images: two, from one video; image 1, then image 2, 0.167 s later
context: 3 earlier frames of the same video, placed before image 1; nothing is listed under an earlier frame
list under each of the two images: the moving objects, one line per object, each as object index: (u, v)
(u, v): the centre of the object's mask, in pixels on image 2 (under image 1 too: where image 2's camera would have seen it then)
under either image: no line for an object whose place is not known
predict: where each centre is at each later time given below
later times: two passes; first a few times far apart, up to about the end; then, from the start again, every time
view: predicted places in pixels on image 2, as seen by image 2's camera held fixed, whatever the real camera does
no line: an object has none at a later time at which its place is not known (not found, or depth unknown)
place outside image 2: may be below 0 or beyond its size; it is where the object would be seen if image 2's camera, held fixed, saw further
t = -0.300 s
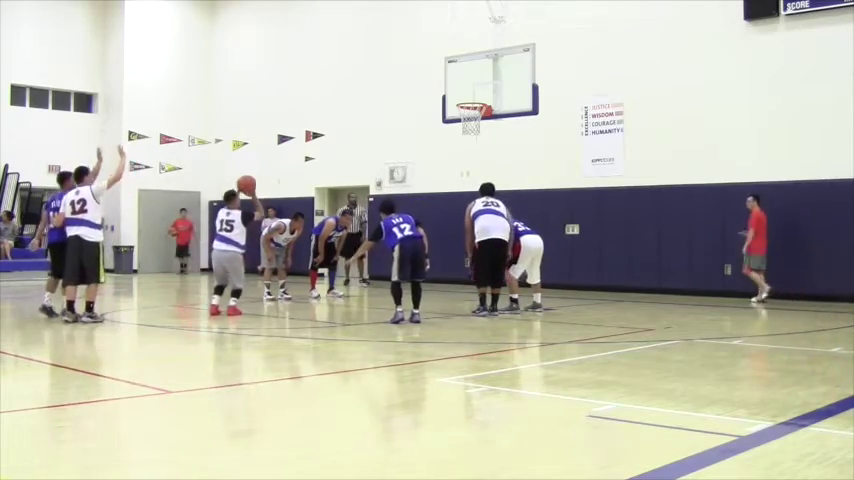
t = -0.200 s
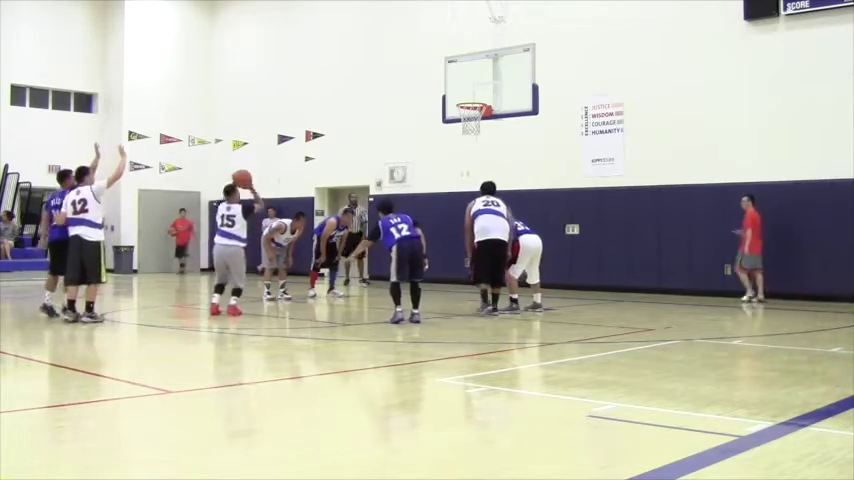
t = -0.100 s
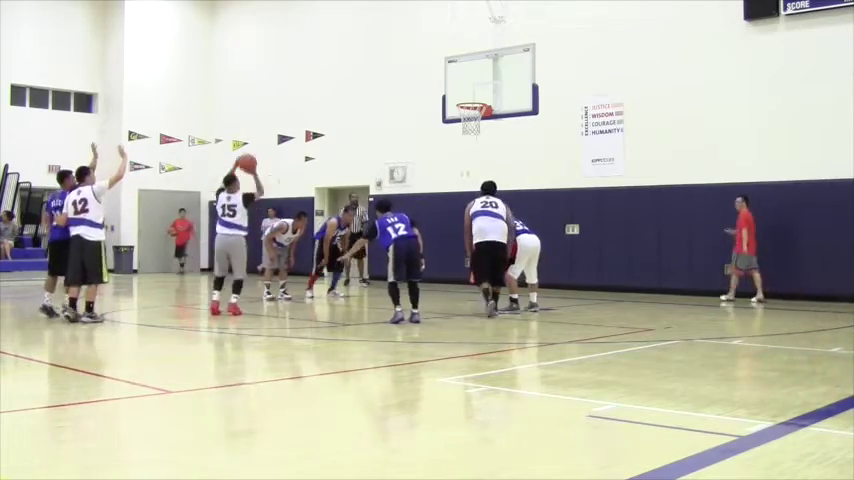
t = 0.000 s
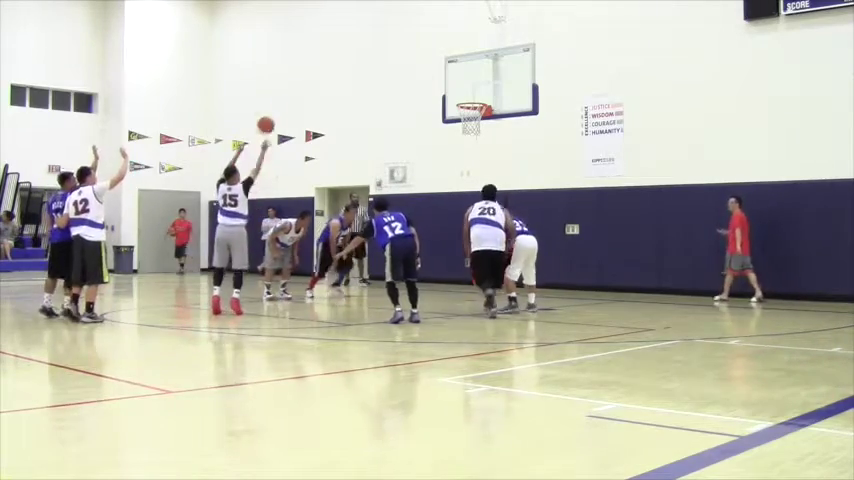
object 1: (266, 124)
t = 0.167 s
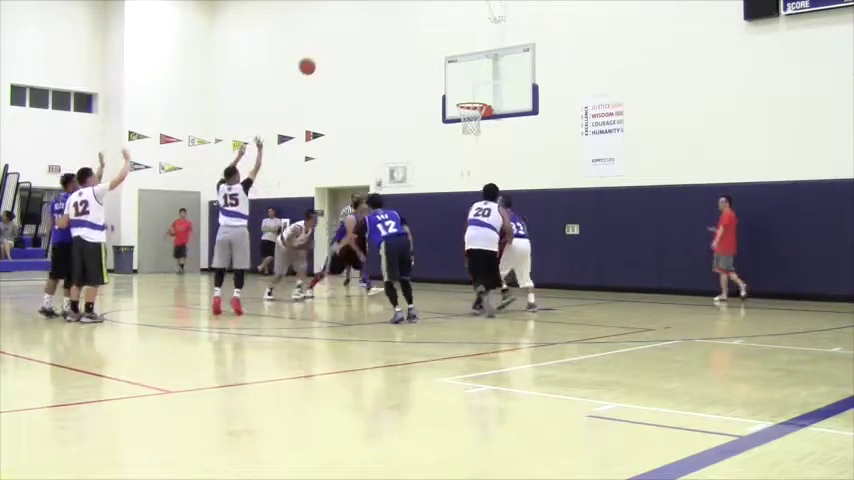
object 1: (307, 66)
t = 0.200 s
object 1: (314, 57)
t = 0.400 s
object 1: (359, 24)
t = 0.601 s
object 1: (399, 20)
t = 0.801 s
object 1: (435, 41)
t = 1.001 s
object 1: (469, 86)
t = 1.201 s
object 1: (467, 118)
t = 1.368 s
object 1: (478, 149)
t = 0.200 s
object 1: (314, 57)
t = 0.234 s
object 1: (322, 50)
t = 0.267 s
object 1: (329, 42)
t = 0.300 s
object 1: (337, 37)
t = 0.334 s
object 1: (344, 32)
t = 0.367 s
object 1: (351, 27)
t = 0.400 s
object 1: (359, 24)
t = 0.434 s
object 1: (366, 21)
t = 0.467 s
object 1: (372, 20)
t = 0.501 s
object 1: (379, 19)
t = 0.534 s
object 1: (386, 18)
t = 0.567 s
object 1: (392, 19)
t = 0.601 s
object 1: (399, 20)
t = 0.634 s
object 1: (405, 22)
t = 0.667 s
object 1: (411, 24)
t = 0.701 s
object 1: (418, 27)
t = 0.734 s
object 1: (423, 32)
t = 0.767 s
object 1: (429, 36)
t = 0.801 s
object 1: (435, 41)
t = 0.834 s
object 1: (441, 47)
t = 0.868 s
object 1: (447, 54)
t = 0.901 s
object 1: (452, 61)
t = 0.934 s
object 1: (458, 69)
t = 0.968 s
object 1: (463, 78)
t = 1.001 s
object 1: (469, 86)
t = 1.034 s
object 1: (474, 95)
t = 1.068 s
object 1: (476, 103)
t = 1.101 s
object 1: (469, 106)
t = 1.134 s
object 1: (463, 111)
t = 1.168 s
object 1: (465, 115)
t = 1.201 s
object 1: (467, 118)
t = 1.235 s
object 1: (470, 123)
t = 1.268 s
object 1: (473, 130)
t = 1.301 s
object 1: (474, 135)
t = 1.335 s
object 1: (476, 142)
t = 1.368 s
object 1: (478, 149)
